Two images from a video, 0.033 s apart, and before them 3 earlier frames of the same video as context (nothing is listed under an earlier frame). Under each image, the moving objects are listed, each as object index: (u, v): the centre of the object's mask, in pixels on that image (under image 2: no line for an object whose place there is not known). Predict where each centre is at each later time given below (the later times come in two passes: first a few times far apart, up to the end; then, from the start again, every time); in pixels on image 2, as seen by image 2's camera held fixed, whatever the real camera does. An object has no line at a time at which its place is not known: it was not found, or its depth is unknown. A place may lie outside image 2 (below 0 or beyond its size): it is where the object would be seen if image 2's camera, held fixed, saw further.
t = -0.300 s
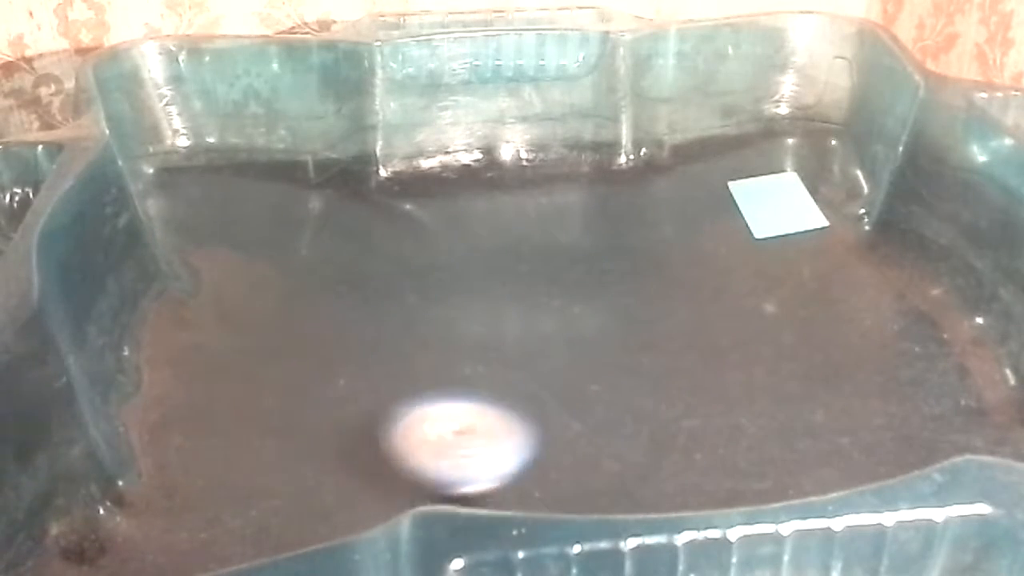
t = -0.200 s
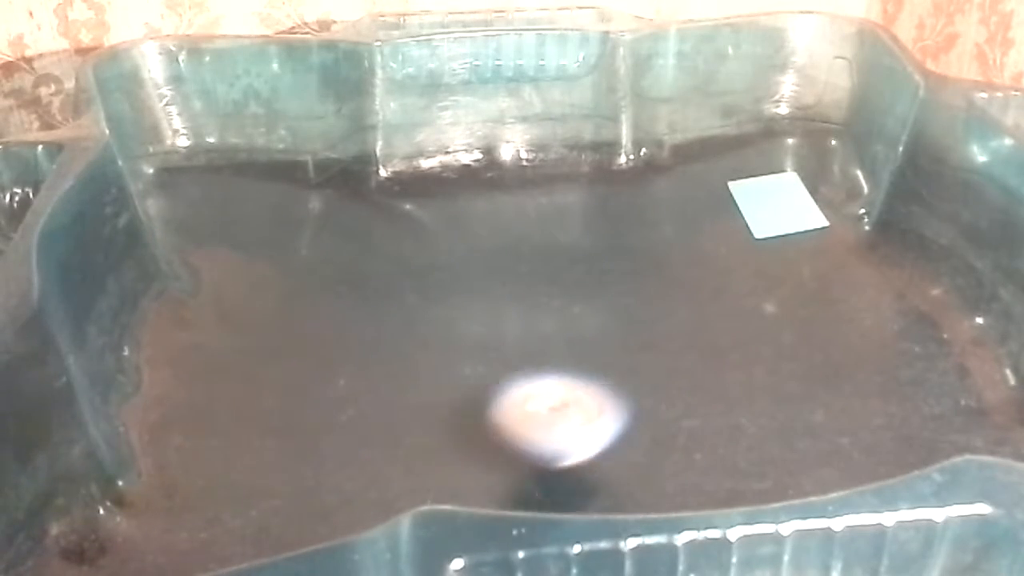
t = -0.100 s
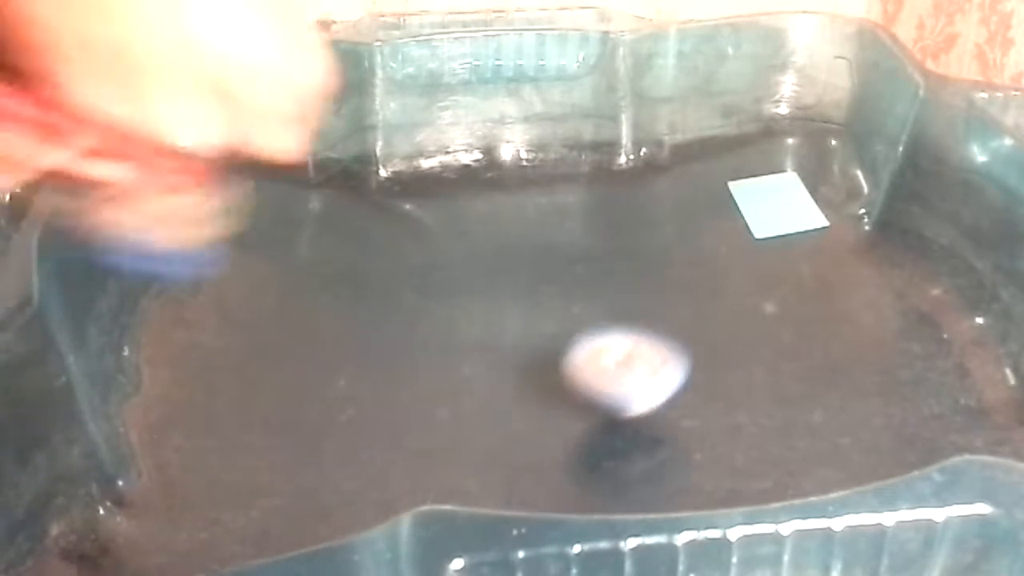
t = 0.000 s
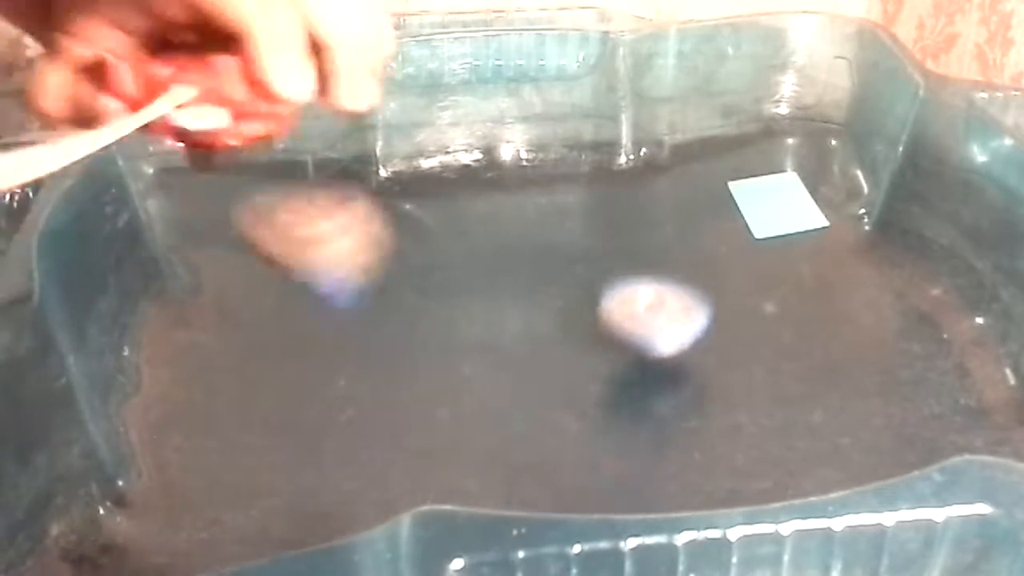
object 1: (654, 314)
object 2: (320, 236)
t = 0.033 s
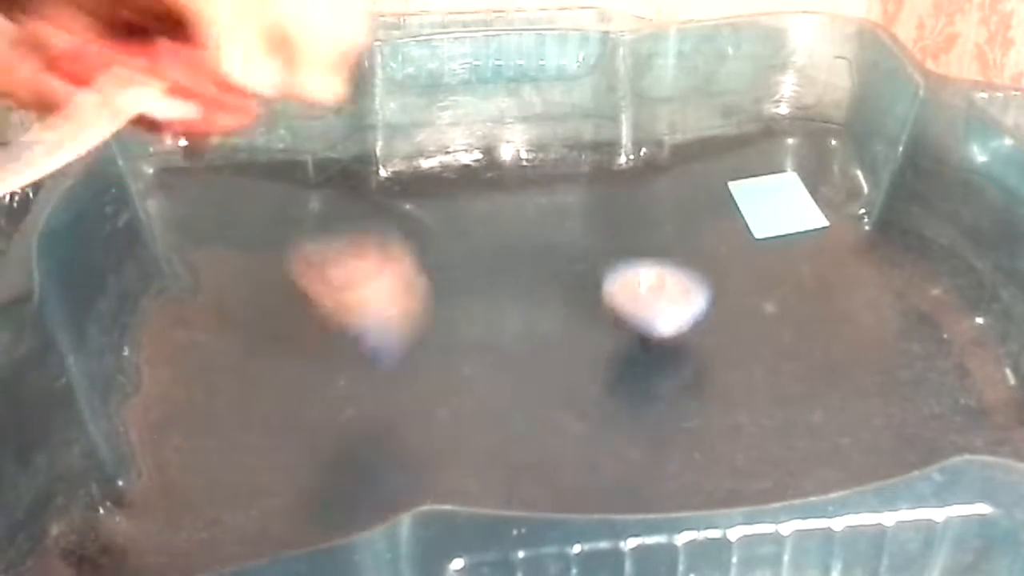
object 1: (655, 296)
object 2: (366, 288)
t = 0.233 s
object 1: (608, 211)
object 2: (503, 269)
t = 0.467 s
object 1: (440, 184)
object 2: (484, 261)
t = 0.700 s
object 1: (331, 271)
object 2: (449, 302)
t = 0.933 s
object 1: (275, 362)
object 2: (622, 356)
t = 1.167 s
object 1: (349, 430)
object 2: (822, 340)
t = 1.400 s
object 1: (540, 413)
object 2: (884, 284)
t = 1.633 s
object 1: (629, 310)
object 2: (783, 249)
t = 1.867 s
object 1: (474, 233)
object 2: (723, 242)
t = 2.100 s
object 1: (278, 229)
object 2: (695, 261)
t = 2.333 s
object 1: (279, 292)
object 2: (646, 306)
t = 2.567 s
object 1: (487, 316)
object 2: (613, 377)
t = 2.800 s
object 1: (668, 270)
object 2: (624, 449)
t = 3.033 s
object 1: (721, 214)
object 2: (641, 474)
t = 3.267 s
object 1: (690, 206)
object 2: (641, 459)
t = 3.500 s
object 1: (627, 247)
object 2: (603, 407)
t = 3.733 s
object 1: (615, 306)
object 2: (509, 349)
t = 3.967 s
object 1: (654, 321)
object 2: (311, 355)
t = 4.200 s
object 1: (648, 333)
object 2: (215, 381)
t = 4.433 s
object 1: (611, 352)
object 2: (253, 396)
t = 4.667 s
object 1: (561, 368)
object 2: (384, 365)
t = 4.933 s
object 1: (663, 397)
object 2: (363, 259)
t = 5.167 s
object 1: (763, 382)
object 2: (312, 203)
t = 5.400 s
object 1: (733, 349)
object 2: (326, 190)
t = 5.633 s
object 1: (633, 334)
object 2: (386, 214)
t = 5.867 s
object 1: (550, 344)
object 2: (514, 250)
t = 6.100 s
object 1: (499, 347)
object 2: (660, 262)
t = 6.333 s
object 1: (467, 339)
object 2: (768, 261)
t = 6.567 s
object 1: (464, 324)
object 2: (807, 267)
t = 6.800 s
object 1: (479, 313)
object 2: (777, 298)
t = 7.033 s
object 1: (505, 302)
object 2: (722, 345)
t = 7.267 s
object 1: (539, 297)
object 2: (642, 387)
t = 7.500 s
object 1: (564, 299)
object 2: (553, 406)
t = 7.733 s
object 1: (565, 306)
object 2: (469, 401)
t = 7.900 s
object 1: (561, 312)
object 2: (429, 385)
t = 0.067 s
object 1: (653, 280)
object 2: (397, 329)
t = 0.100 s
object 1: (651, 261)
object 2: (425, 297)
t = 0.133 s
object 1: (646, 248)
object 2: (450, 283)
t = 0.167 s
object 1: (636, 234)
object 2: (474, 286)
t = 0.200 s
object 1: (625, 222)
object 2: (491, 275)
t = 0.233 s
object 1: (608, 211)
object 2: (503, 269)
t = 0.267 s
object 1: (589, 202)
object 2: (509, 263)
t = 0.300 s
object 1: (568, 194)
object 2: (511, 258)
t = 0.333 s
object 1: (545, 188)
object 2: (510, 255)
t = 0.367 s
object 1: (519, 183)
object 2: (505, 254)
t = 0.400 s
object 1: (494, 181)
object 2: (499, 255)
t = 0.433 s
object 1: (467, 180)
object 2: (492, 258)
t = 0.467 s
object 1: (440, 184)
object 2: (484, 261)
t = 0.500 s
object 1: (419, 191)
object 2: (476, 265)
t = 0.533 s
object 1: (397, 204)
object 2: (467, 270)
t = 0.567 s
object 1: (376, 214)
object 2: (460, 275)
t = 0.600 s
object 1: (358, 227)
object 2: (455, 282)
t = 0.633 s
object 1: (344, 240)
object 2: (451, 289)
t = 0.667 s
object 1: (335, 255)
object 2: (449, 296)
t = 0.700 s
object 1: (331, 271)
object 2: (449, 302)
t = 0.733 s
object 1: (332, 289)
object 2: (450, 309)
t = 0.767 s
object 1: (337, 306)
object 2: (452, 316)
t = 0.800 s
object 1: (323, 317)
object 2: (480, 327)
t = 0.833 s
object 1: (305, 327)
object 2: (516, 337)
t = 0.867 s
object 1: (290, 337)
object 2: (552, 346)
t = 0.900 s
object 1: (280, 349)
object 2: (587, 352)
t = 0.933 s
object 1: (275, 362)
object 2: (622, 356)
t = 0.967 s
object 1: (273, 373)
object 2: (657, 358)
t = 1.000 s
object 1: (275, 385)
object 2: (692, 359)
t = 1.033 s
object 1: (283, 396)
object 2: (721, 358)
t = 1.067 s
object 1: (294, 406)
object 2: (748, 355)
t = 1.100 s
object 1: (309, 415)
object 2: (774, 351)
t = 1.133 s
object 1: (327, 424)
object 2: (798, 346)
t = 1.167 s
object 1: (349, 430)
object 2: (822, 340)
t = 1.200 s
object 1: (374, 436)
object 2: (842, 332)
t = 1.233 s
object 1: (402, 441)
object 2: (857, 325)
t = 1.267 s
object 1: (431, 442)
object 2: (867, 317)
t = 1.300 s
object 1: (460, 437)
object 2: (875, 309)
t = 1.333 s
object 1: (488, 431)
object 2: (881, 301)
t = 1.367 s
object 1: (516, 423)
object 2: (884, 293)
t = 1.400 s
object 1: (540, 413)
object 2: (884, 284)
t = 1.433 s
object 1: (562, 401)
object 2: (880, 275)
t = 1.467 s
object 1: (582, 387)
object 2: (873, 267)
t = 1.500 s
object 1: (598, 374)
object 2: (860, 261)
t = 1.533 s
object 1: (611, 359)
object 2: (847, 257)
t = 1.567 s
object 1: (621, 343)
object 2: (830, 254)
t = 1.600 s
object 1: (626, 327)
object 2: (810, 251)
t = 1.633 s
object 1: (629, 310)
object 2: (783, 249)
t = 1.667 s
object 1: (628, 295)
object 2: (758, 246)
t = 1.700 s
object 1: (624, 281)
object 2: (734, 245)
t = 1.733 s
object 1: (615, 268)
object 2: (713, 243)
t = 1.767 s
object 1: (578, 258)
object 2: (718, 242)
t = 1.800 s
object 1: (540, 248)
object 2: (722, 241)
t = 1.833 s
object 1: (506, 240)
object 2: (724, 241)
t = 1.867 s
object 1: (474, 233)
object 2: (723, 242)
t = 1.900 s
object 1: (443, 228)
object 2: (722, 242)
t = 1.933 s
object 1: (413, 224)
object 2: (719, 244)
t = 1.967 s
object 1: (386, 222)
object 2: (716, 246)
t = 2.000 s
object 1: (356, 223)
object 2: (712, 249)
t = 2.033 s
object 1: (330, 224)
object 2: (707, 253)
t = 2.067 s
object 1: (303, 226)
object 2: (702, 256)
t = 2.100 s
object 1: (278, 229)
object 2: (695, 261)
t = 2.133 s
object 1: (255, 234)
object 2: (688, 266)
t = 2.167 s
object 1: (233, 240)
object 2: (680, 272)
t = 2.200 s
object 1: (212, 247)
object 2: (674, 278)
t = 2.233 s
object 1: (217, 253)
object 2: (668, 284)
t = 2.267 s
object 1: (238, 271)
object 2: (662, 291)
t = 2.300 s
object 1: (257, 280)
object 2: (655, 297)
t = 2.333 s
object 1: (279, 292)
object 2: (646, 306)
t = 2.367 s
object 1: (304, 301)
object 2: (639, 315)
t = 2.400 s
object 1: (333, 310)
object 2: (632, 325)
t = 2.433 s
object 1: (361, 314)
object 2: (626, 336)
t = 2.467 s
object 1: (394, 318)
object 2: (622, 345)
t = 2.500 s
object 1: (425, 320)
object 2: (619, 356)
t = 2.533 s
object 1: (459, 319)
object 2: (616, 366)
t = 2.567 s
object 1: (487, 316)
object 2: (613, 377)
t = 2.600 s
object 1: (518, 312)
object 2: (611, 388)
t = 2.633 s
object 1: (548, 308)
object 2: (610, 399)
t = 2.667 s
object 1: (577, 302)
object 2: (612, 410)
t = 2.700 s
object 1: (603, 295)
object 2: (616, 420)
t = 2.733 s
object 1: (627, 287)
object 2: (620, 431)
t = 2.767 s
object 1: (649, 278)
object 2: (623, 441)
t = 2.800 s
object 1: (668, 270)
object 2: (624, 449)
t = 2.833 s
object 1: (686, 260)
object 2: (624, 456)
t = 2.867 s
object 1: (700, 251)
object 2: (626, 462)
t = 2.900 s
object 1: (707, 243)
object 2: (629, 465)
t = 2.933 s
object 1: (715, 234)
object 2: (632, 469)
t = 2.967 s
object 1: (718, 227)
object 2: (635, 471)
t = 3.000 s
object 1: (721, 221)
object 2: (638, 473)
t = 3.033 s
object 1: (721, 214)
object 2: (641, 474)
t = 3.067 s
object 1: (719, 210)
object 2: (644, 474)
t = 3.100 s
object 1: (717, 207)
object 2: (645, 474)
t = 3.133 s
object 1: (713, 204)
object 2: (646, 472)
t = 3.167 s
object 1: (709, 202)
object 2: (645, 470)
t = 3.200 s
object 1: (704, 203)
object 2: (645, 467)
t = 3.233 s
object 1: (697, 204)
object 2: (643, 464)
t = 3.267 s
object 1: (690, 206)
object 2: (641, 459)
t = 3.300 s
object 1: (682, 209)
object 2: (638, 454)
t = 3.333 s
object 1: (674, 212)
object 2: (634, 448)
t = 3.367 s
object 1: (665, 217)
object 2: (628, 442)
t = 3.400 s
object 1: (654, 224)
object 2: (623, 433)
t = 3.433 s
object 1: (644, 231)
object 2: (617, 425)
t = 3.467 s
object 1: (635, 239)
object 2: (611, 416)
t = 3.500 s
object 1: (627, 247)
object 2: (603, 407)
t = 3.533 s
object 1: (621, 256)
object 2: (596, 397)
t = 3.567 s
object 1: (617, 265)
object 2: (588, 387)
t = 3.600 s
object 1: (615, 275)
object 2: (578, 377)
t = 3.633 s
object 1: (614, 284)
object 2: (566, 367)
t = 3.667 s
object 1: (610, 293)
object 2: (553, 360)
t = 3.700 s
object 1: (609, 301)
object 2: (537, 352)
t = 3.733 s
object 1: (615, 306)
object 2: (509, 349)
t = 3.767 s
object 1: (624, 308)
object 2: (477, 348)
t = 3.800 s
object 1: (632, 309)
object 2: (446, 347)
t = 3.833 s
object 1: (638, 311)
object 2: (417, 348)
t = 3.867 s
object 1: (643, 314)
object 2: (387, 349)
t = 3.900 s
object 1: (648, 316)
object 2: (359, 350)
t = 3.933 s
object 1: (652, 319)
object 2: (334, 352)
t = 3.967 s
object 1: (654, 321)
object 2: (311, 355)
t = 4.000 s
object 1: (656, 323)
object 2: (290, 359)
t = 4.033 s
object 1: (658, 324)
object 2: (272, 362)
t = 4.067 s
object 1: (659, 326)
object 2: (257, 366)
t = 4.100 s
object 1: (658, 327)
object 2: (244, 369)
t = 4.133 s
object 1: (655, 329)
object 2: (233, 373)
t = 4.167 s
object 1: (652, 332)
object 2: (223, 377)
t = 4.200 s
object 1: (648, 333)
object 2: (215, 381)
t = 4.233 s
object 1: (644, 336)
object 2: (212, 385)
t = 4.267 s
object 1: (642, 338)
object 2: (210, 390)
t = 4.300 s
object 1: (638, 342)
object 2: (210, 393)
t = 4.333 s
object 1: (632, 345)
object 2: (216, 396)
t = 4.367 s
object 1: (626, 349)
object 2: (225, 397)
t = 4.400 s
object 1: (618, 351)
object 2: (238, 397)
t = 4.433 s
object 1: (611, 352)
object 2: (253, 396)
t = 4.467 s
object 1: (604, 354)
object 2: (269, 394)
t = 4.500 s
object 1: (597, 357)
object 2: (287, 391)
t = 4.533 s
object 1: (590, 358)
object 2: (306, 387)
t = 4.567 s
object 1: (583, 361)
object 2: (325, 383)
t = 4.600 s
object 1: (576, 363)
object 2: (345, 378)
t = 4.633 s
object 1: (569, 366)
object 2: (364, 372)
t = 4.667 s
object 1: (561, 368)
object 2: (384, 365)
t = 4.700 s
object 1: (552, 370)
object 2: (402, 357)
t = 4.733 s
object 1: (544, 372)
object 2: (420, 348)
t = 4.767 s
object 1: (556, 379)
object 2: (422, 336)
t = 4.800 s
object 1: (578, 387)
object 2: (409, 316)
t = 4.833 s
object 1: (599, 392)
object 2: (397, 299)
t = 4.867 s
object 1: (619, 395)
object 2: (384, 285)
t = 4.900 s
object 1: (641, 396)
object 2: (373, 271)
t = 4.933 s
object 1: (663, 397)
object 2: (363, 259)
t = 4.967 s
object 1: (685, 398)
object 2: (353, 248)
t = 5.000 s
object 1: (704, 397)
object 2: (344, 237)
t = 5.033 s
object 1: (722, 396)
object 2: (336, 228)
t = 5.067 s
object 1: (737, 393)
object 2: (329, 221)
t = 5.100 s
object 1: (749, 390)
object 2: (322, 214)
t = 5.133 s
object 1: (758, 386)
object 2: (316, 209)
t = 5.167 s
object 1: (763, 382)
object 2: (312, 203)
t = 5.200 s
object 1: (763, 378)
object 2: (309, 199)
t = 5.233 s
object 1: (762, 372)
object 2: (307, 196)
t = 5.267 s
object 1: (759, 367)
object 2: (308, 193)
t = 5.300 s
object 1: (755, 361)
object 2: (310, 191)
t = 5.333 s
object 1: (749, 356)
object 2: (314, 190)
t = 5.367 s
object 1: (742, 353)
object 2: (320, 189)
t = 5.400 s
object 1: (733, 349)
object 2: (326, 190)
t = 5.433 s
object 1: (724, 345)
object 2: (332, 190)
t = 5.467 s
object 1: (710, 343)
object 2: (337, 192)
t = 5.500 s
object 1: (695, 341)
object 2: (344, 196)
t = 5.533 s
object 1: (679, 338)
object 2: (351, 199)
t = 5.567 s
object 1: (663, 336)
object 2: (361, 203)
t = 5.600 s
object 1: (648, 335)
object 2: (372, 209)
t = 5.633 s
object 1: (633, 334)
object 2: (386, 214)
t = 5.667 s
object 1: (619, 334)
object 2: (400, 220)
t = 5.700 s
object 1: (605, 335)
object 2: (417, 226)
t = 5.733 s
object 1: (591, 337)
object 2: (435, 232)
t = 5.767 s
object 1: (579, 339)
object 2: (454, 237)
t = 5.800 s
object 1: (570, 342)
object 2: (474, 242)
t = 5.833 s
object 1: (560, 342)
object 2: (494, 245)
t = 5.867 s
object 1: (550, 344)
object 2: (514, 250)
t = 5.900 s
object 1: (542, 346)
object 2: (536, 253)
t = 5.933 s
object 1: (534, 345)
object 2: (557, 256)
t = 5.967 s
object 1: (526, 346)
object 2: (579, 259)
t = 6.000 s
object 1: (518, 347)
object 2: (599, 260)
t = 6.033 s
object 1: (511, 347)
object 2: (620, 261)
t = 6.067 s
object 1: (504, 347)
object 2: (641, 262)
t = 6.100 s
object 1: (499, 347)
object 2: (660, 262)
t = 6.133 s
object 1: (494, 346)
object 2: (679, 262)
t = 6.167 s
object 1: (489, 346)
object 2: (696, 261)
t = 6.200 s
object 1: (485, 346)
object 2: (712, 262)
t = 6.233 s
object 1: (479, 345)
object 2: (726, 261)
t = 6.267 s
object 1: (474, 344)
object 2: (741, 261)
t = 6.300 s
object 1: (471, 342)
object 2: (755, 261)
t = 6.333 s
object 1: (467, 339)
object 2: (768, 261)
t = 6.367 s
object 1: (465, 338)
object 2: (779, 261)
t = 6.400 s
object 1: (463, 336)
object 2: (790, 261)
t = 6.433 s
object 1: (463, 333)
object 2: (799, 261)
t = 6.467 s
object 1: (462, 331)
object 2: (804, 262)
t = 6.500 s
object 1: (463, 330)
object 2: (807, 263)
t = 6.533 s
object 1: (463, 326)
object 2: (808, 265)
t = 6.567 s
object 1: (464, 324)
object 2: (807, 267)
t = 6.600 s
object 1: (465, 322)
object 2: (804, 270)
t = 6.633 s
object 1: (466, 320)
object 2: (801, 273)
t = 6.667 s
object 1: (467, 319)
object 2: (796, 276)
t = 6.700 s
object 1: (470, 317)
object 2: (791, 281)
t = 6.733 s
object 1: (473, 315)
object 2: (786, 286)
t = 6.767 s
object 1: (476, 313)
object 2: (781, 292)
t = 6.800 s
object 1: (479, 313)
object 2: (777, 298)
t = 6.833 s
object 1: (483, 311)
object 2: (771, 305)
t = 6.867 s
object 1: (486, 310)
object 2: (765, 311)
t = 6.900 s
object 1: (489, 309)
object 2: (757, 318)
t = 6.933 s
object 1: (494, 307)
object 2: (750, 325)
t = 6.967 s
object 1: (497, 305)
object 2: (741, 331)
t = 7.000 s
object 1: (500, 304)
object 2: (731, 338)
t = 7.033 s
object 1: (505, 302)
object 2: (722, 345)
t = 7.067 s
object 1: (509, 301)
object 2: (712, 351)
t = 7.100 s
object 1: (515, 300)
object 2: (701, 358)
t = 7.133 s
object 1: (521, 299)
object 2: (689, 364)
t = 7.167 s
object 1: (526, 299)
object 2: (679, 371)
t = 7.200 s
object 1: (531, 298)
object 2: (666, 377)
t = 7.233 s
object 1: (535, 297)
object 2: (654, 382)
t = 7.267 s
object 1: (539, 297)
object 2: (642, 387)
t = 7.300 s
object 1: (544, 297)
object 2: (629, 392)
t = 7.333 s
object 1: (547, 296)
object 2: (616, 396)
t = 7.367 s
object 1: (551, 297)
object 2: (604, 400)
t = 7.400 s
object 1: (554, 297)
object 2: (592, 403)
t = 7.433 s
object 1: (558, 297)
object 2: (580, 404)
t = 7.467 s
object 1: (562, 297)
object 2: (566, 405)
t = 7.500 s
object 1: (564, 299)
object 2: (553, 406)
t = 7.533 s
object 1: (565, 300)
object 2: (540, 406)
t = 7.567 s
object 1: (565, 301)
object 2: (527, 406)
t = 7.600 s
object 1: (565, 302)
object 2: (516, 405)
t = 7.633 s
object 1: (566, 303)
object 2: (506, 404)
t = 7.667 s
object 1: (566, 304)
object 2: (493, 404)
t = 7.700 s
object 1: (566, 304)
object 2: (480, 403)
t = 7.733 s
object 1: (565, 306)
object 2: (469, 401)
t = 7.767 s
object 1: (565, 307)
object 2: (459, 399)
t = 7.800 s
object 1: (565, 308)
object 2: (449, 396)
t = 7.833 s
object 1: (564, 309)
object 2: (440, 393)
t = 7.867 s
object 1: (562, 310)
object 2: (433, 389)
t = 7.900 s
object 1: (561, 312)
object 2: (429, 385)
